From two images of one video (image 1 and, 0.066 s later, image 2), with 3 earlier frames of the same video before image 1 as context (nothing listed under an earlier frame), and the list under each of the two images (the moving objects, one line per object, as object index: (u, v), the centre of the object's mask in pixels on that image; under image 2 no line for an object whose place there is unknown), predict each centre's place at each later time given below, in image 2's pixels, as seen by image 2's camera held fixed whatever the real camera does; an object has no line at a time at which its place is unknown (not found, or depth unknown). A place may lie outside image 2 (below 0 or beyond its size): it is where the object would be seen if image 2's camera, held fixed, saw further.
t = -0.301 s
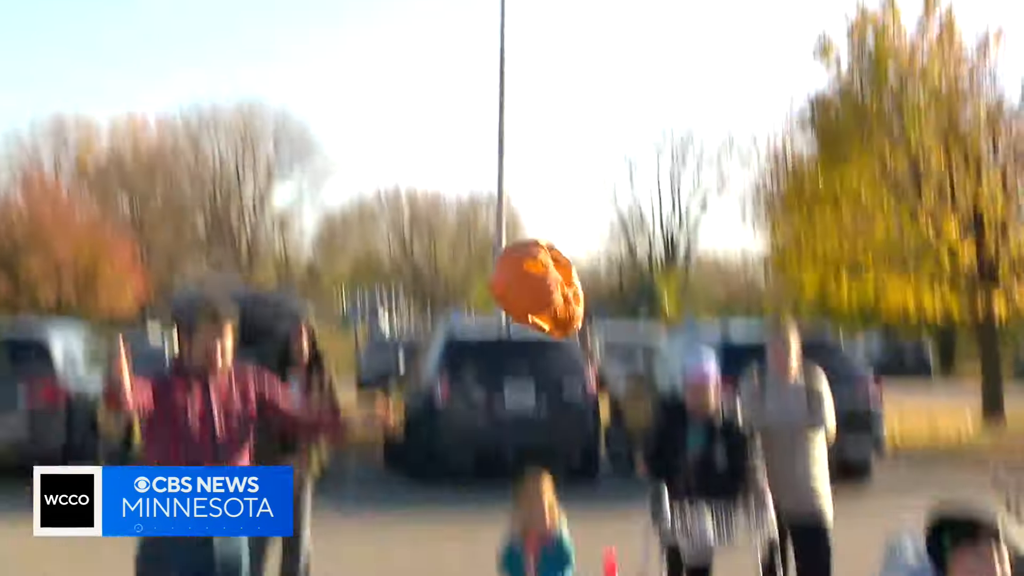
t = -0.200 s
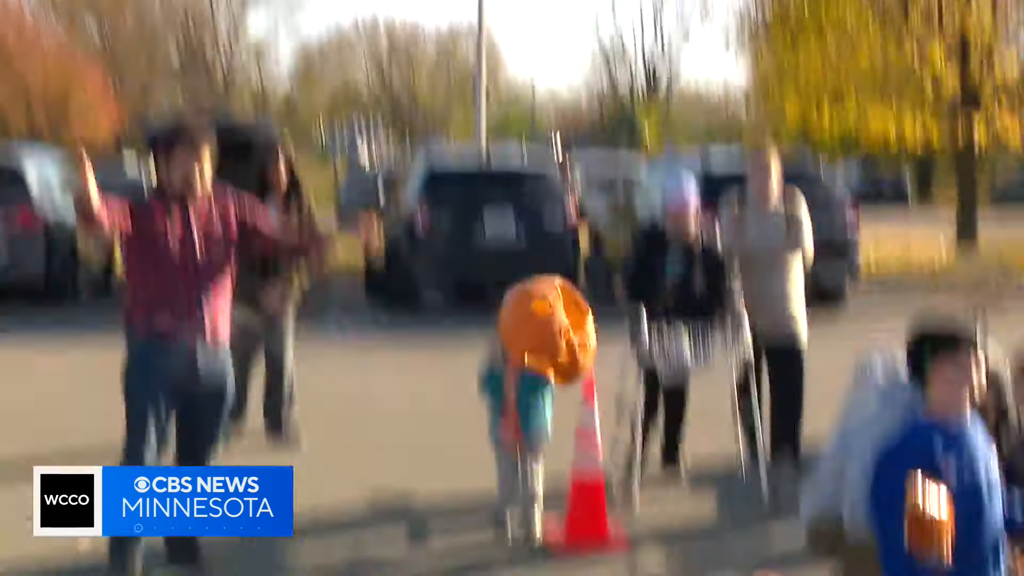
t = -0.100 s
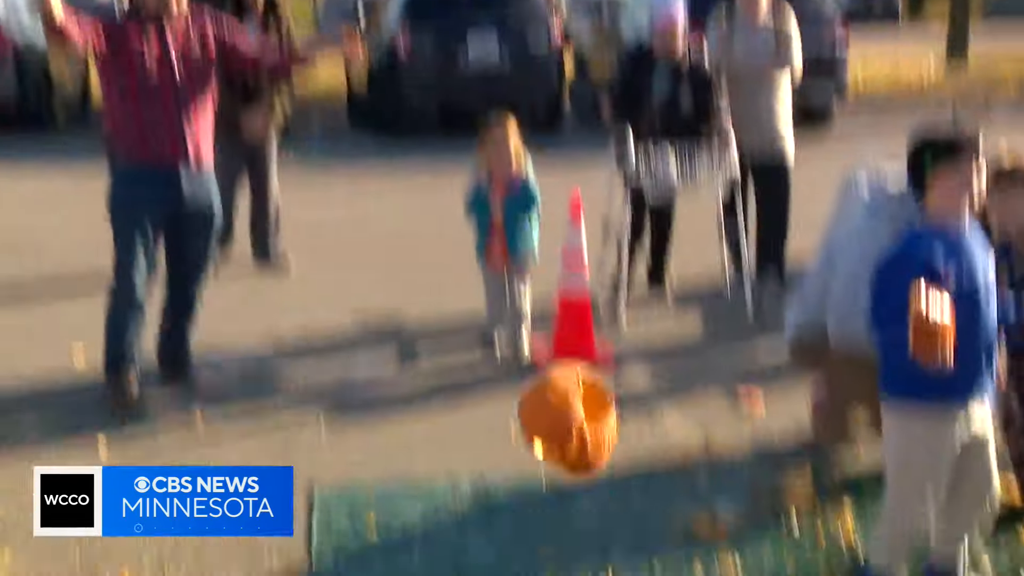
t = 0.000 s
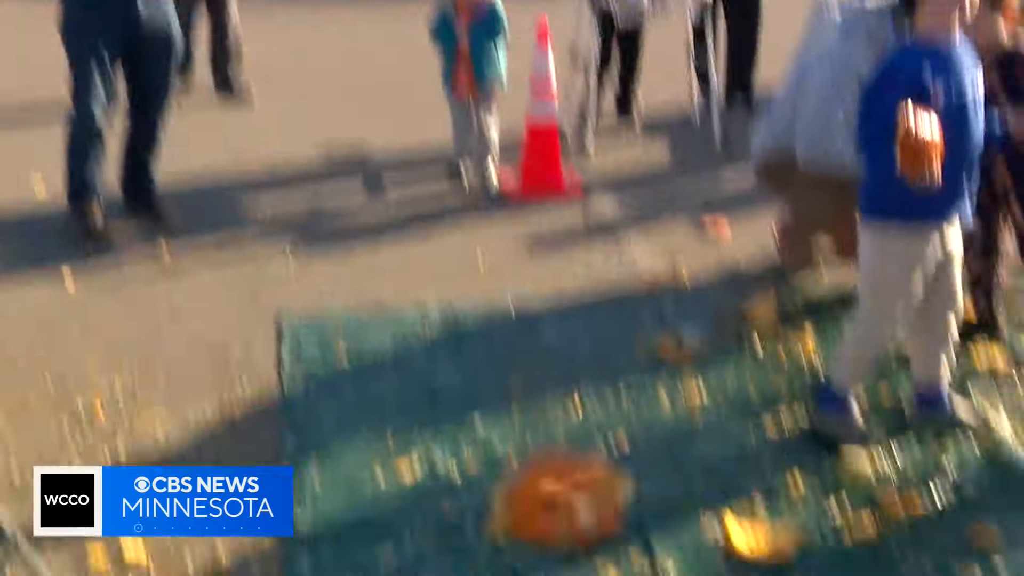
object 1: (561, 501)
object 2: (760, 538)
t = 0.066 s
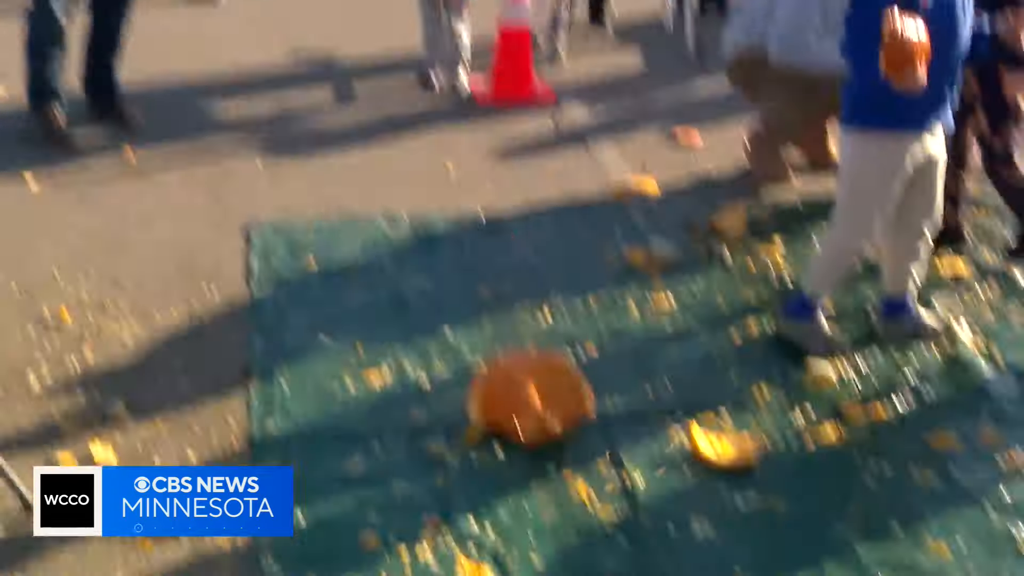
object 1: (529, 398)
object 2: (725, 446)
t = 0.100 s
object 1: (527, 391)
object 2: (725, 444)
